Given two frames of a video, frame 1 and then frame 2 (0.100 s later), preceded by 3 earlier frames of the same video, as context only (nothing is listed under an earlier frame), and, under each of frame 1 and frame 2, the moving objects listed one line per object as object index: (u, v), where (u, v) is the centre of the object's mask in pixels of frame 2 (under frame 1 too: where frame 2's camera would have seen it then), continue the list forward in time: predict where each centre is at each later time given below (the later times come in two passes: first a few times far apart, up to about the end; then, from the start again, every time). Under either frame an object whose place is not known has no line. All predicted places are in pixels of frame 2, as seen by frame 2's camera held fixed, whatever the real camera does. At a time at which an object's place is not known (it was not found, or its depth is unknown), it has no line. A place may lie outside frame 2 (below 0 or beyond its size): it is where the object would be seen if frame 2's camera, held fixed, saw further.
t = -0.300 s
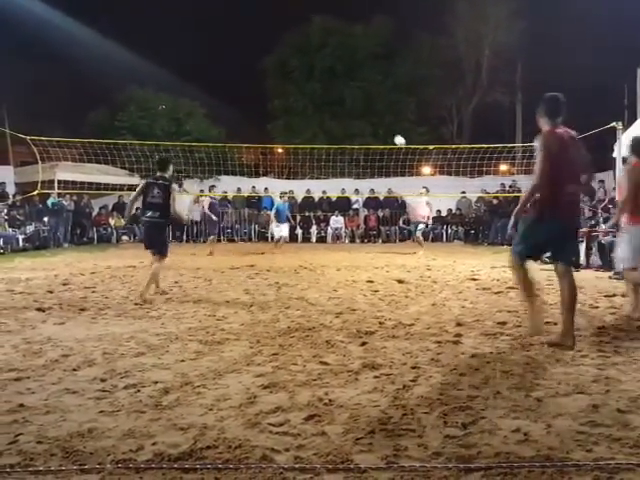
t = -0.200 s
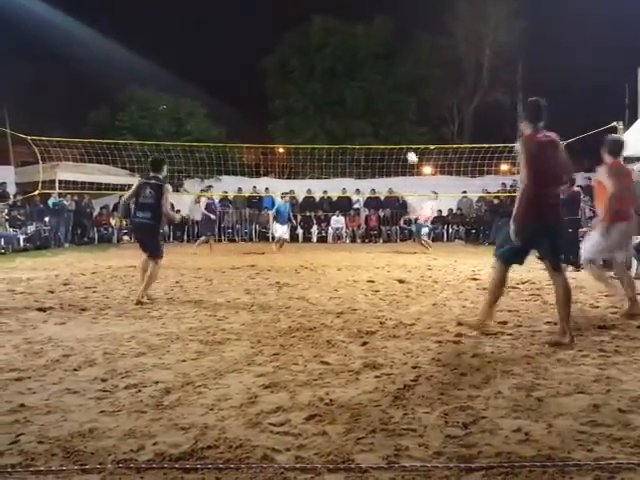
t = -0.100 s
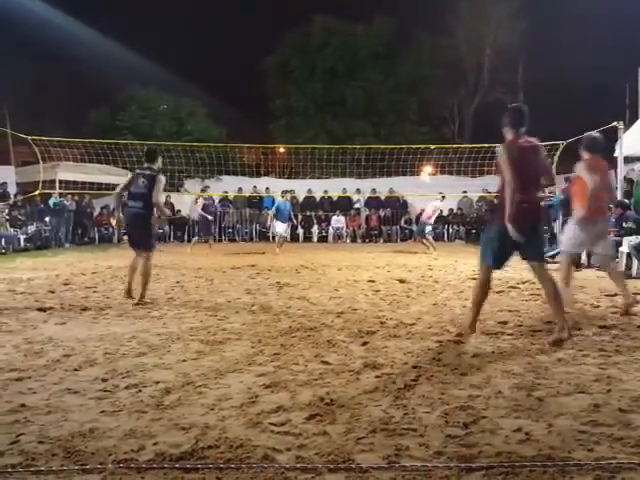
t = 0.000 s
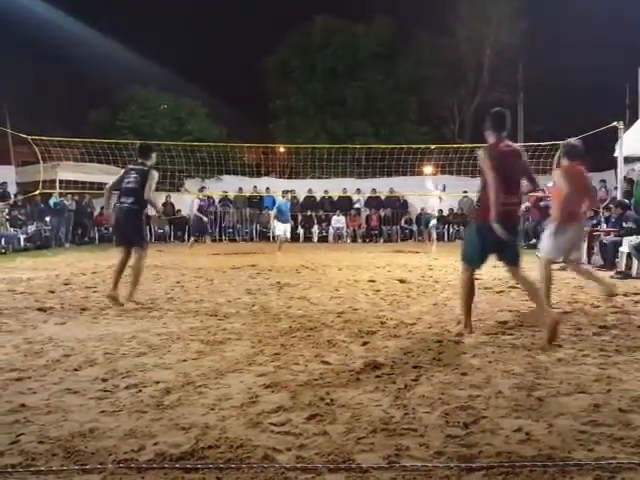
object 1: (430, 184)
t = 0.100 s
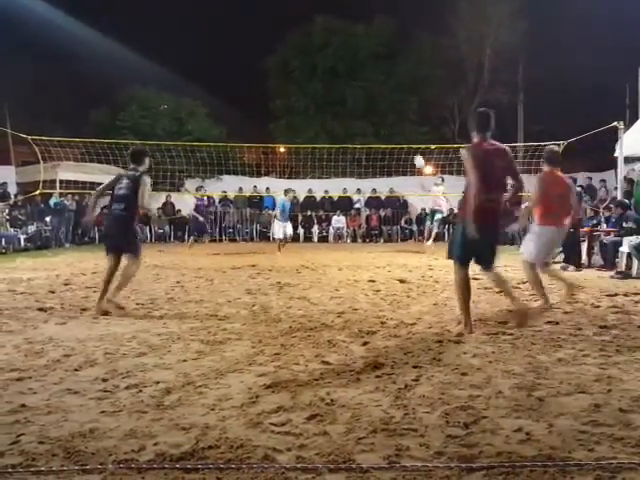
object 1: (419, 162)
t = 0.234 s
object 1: (405, 134)
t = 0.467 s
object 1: (379, 100)
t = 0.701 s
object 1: (352, 87)
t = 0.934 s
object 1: (322, 99)
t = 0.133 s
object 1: (415, 154)
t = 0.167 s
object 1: (412, 146)
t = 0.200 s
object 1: (408, 139)
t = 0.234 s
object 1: (405, 134)
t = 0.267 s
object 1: (401, 127)
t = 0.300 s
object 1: (398, 122)
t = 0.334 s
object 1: (394, 117)
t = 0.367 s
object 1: (390, 112)
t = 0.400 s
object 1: (387, 107)
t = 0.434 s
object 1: (383, 103)
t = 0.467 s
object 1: (379, 100)
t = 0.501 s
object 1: (375, 96)
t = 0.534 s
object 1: (372, 94)
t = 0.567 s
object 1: (368, 91)
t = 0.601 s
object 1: (364, 90)
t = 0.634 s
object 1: (360, 88)
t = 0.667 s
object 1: (356, 87)
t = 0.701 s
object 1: (352, 87)
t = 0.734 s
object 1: (348, 87)
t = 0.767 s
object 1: (344, 88)
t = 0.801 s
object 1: (340, 89)
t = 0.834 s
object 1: (335, 91)
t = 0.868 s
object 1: (331, 93)
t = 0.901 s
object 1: (327, 96)
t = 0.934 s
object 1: (322, 99)
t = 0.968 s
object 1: (318, 103)
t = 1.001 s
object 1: (314, 108)
